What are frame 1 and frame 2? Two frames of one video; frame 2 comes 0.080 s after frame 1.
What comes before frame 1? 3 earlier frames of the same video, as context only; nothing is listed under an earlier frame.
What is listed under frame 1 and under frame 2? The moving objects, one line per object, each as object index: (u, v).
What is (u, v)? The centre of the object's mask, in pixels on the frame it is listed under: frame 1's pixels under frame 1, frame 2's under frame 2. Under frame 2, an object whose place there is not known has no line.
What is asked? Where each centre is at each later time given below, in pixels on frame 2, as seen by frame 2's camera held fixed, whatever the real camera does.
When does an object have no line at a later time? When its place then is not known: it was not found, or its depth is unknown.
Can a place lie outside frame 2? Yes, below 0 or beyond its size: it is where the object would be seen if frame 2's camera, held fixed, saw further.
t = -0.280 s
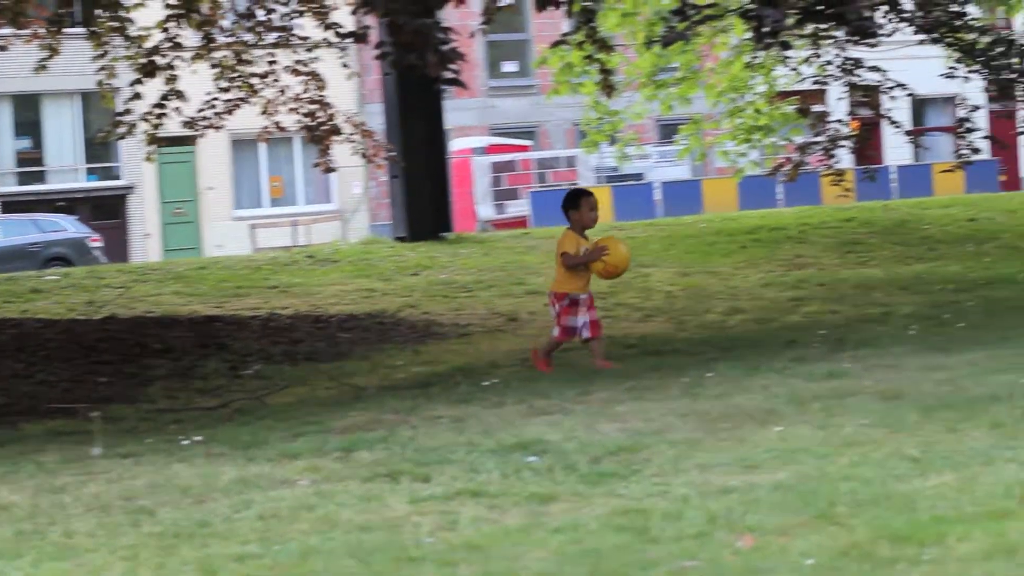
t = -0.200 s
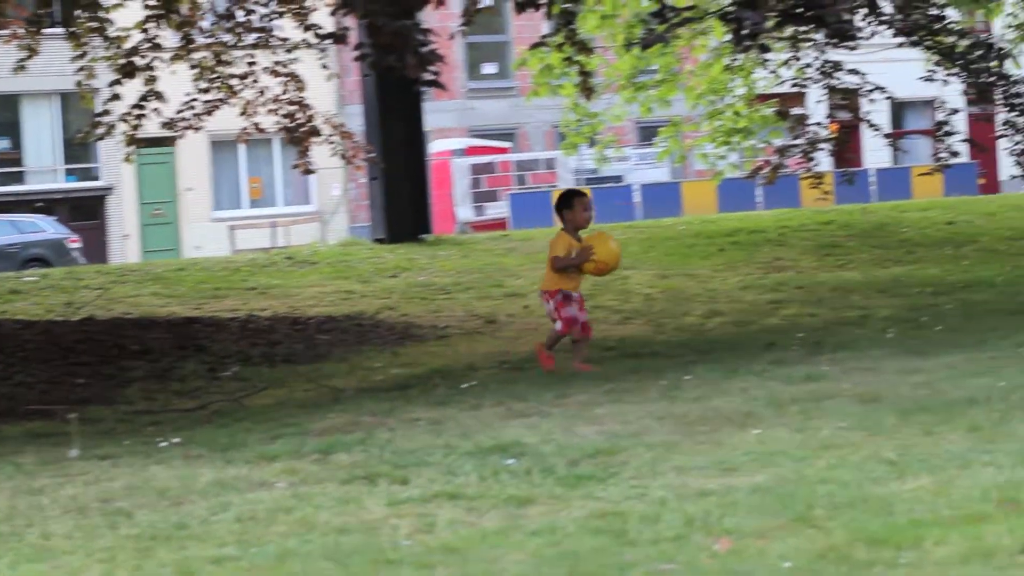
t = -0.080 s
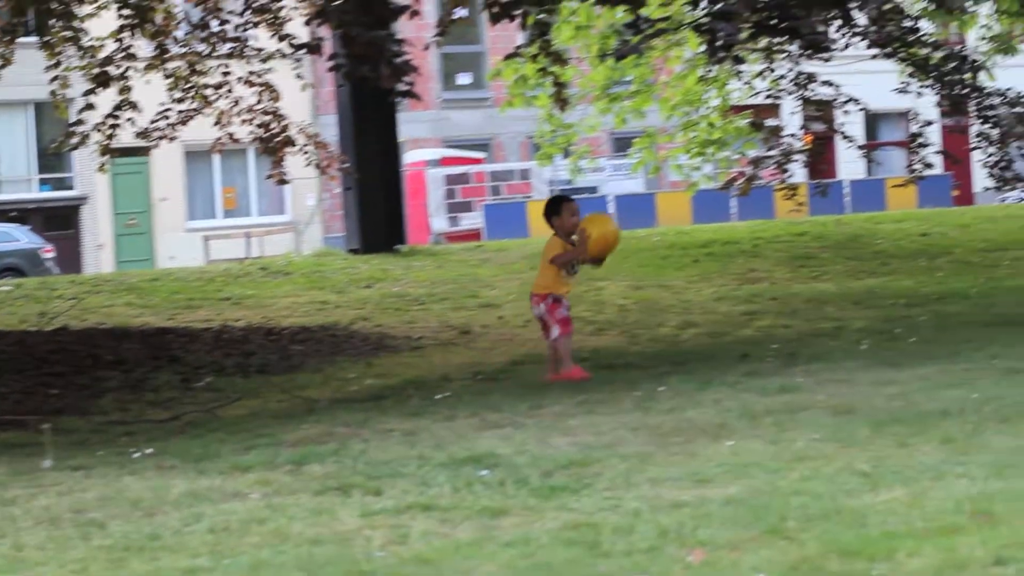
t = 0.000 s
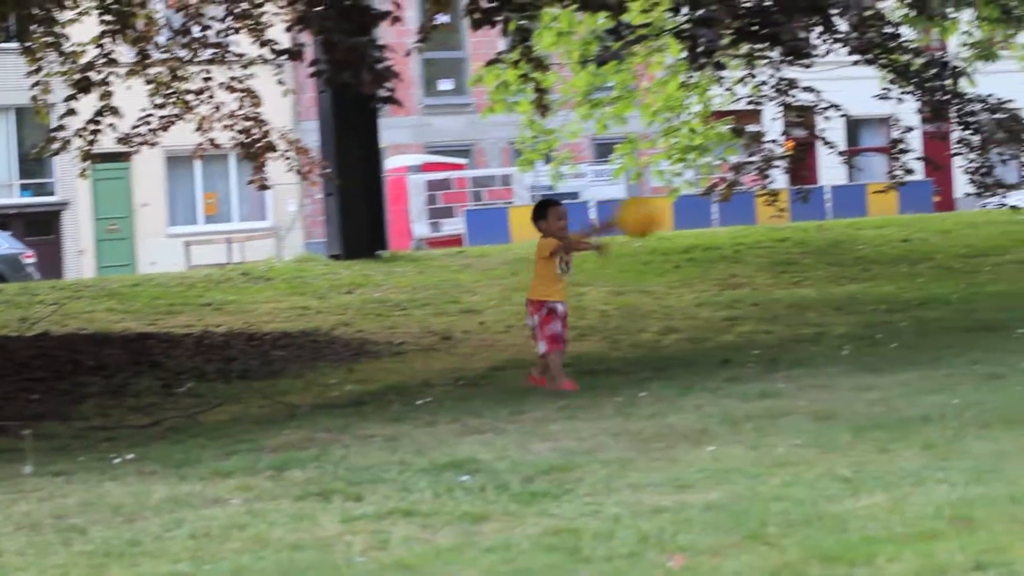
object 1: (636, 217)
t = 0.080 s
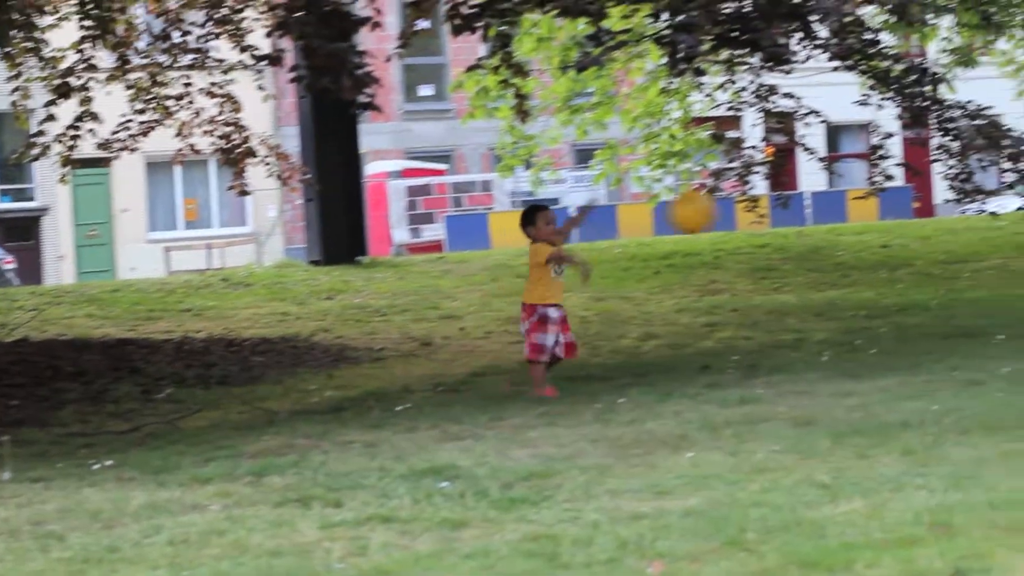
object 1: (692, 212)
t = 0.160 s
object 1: (762, 216)
